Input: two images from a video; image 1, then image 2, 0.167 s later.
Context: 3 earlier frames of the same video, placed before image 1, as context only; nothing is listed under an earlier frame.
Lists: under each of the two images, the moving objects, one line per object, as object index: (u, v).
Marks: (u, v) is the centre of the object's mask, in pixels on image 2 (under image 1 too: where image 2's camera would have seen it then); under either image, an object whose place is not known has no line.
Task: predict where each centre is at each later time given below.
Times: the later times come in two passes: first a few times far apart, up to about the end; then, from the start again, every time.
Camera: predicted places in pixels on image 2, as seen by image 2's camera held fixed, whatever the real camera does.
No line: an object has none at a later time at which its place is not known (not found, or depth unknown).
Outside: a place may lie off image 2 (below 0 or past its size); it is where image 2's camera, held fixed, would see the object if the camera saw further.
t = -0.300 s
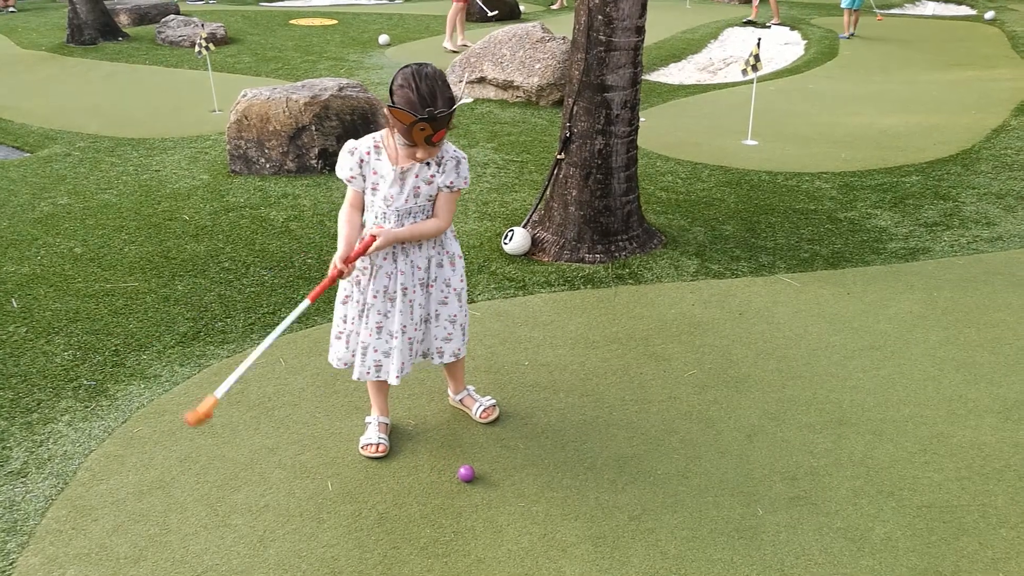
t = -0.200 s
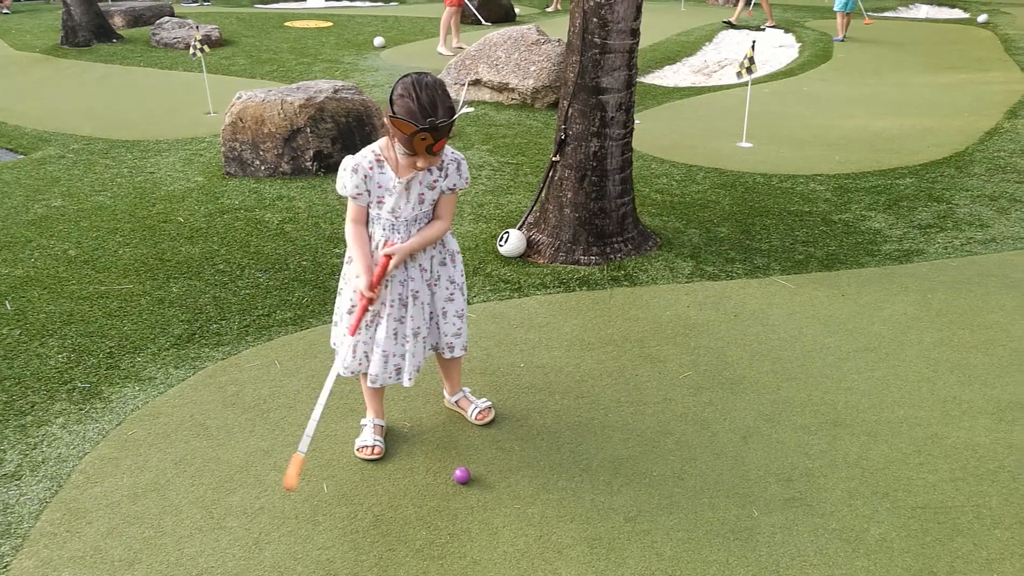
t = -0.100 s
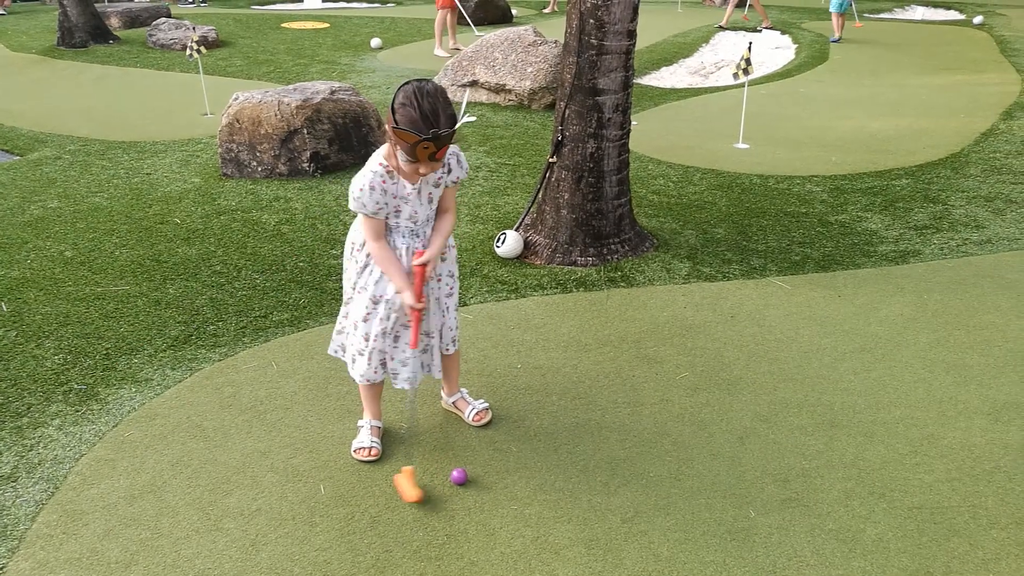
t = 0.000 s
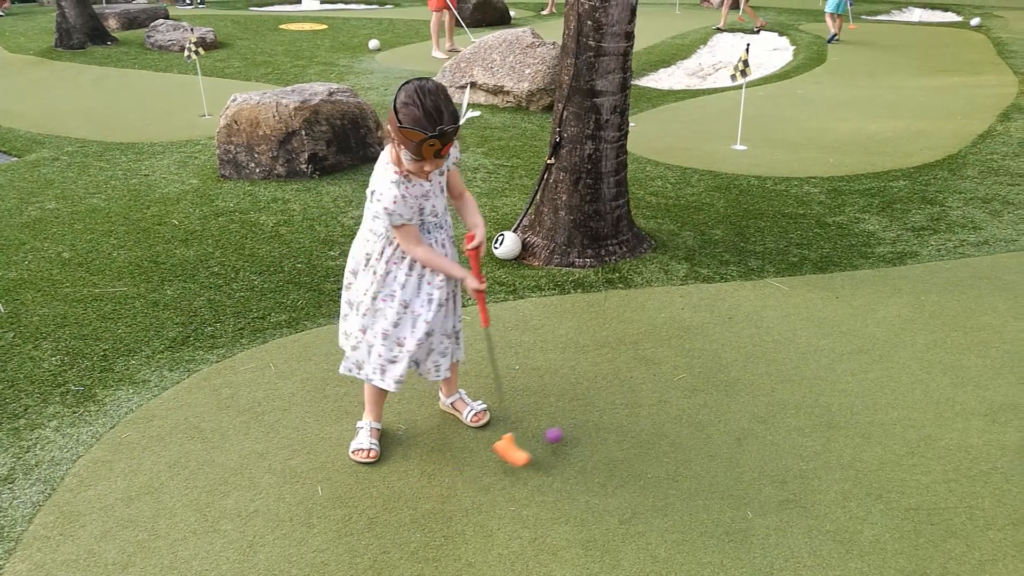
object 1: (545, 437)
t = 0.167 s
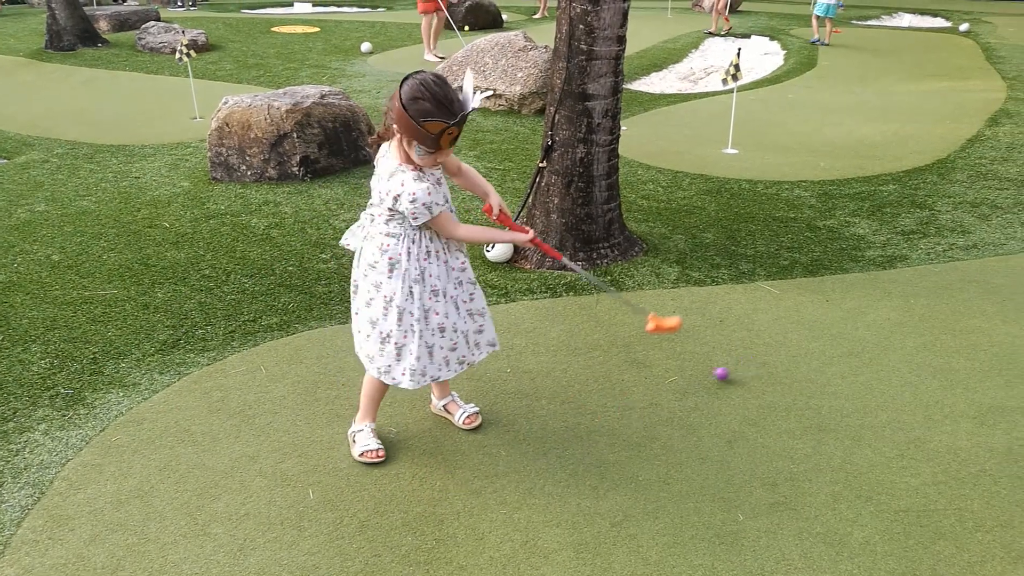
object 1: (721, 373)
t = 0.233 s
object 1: (773, 355)
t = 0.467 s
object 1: (912, 298)
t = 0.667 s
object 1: (1003, 260)
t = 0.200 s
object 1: (748, 363)
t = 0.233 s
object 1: (773, 355)
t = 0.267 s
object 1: (796, 346)
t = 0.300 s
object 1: (818, 336)
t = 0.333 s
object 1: (839, 327)
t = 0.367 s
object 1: (858, 319)
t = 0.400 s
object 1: (877, 312)
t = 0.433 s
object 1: (895, 304)
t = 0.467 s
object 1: (912, 298)
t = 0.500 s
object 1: (929, 291)
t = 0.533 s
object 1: (945, 285)
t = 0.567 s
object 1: (961, 278)
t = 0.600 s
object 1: (975, 273)
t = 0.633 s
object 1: (990, 266)
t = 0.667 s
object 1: (1003, 260)
